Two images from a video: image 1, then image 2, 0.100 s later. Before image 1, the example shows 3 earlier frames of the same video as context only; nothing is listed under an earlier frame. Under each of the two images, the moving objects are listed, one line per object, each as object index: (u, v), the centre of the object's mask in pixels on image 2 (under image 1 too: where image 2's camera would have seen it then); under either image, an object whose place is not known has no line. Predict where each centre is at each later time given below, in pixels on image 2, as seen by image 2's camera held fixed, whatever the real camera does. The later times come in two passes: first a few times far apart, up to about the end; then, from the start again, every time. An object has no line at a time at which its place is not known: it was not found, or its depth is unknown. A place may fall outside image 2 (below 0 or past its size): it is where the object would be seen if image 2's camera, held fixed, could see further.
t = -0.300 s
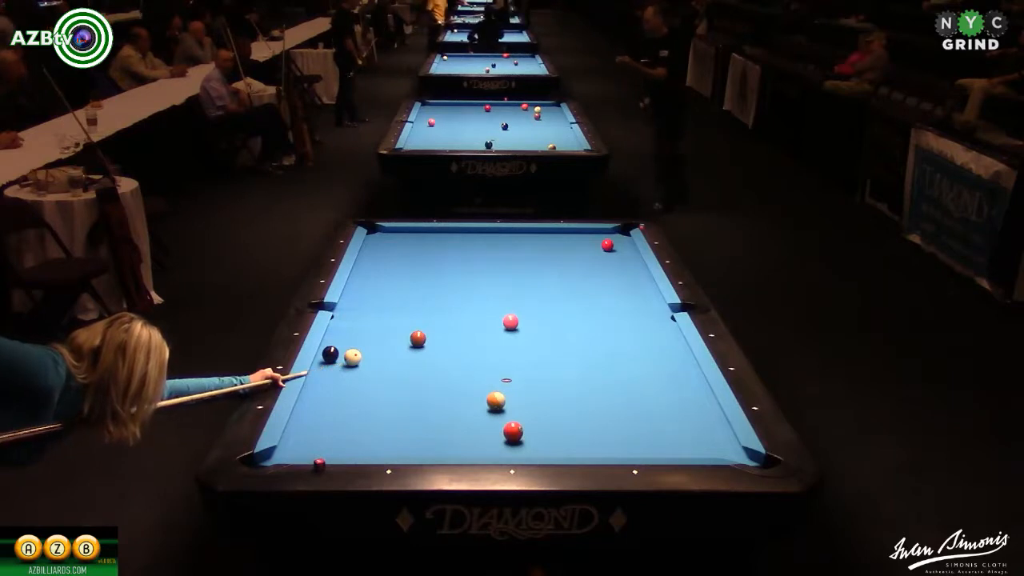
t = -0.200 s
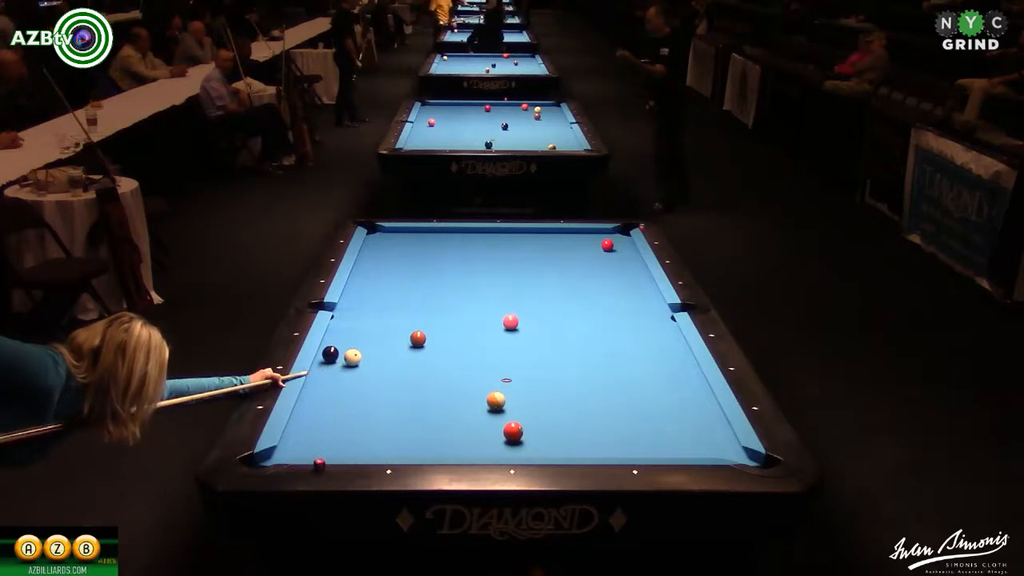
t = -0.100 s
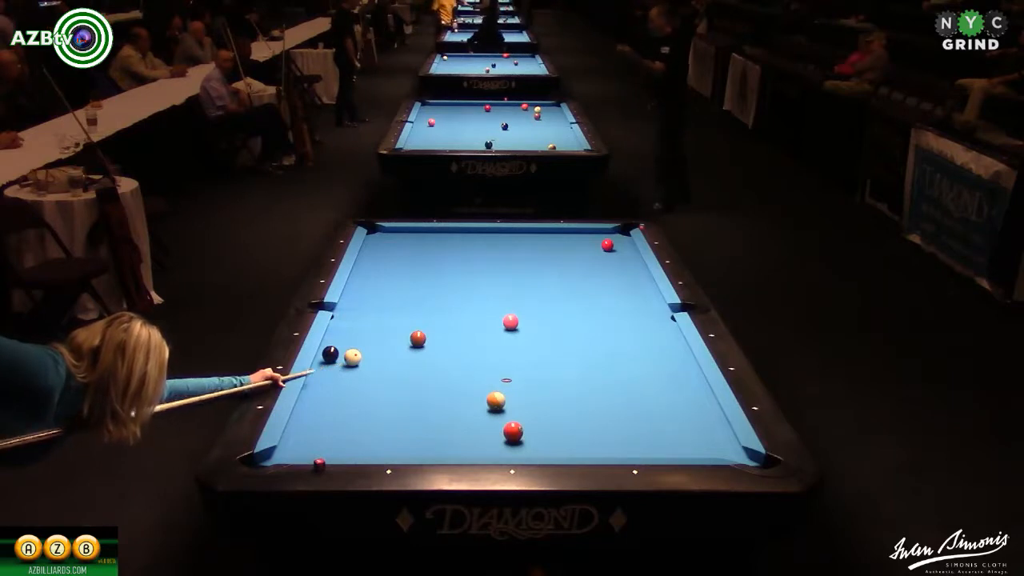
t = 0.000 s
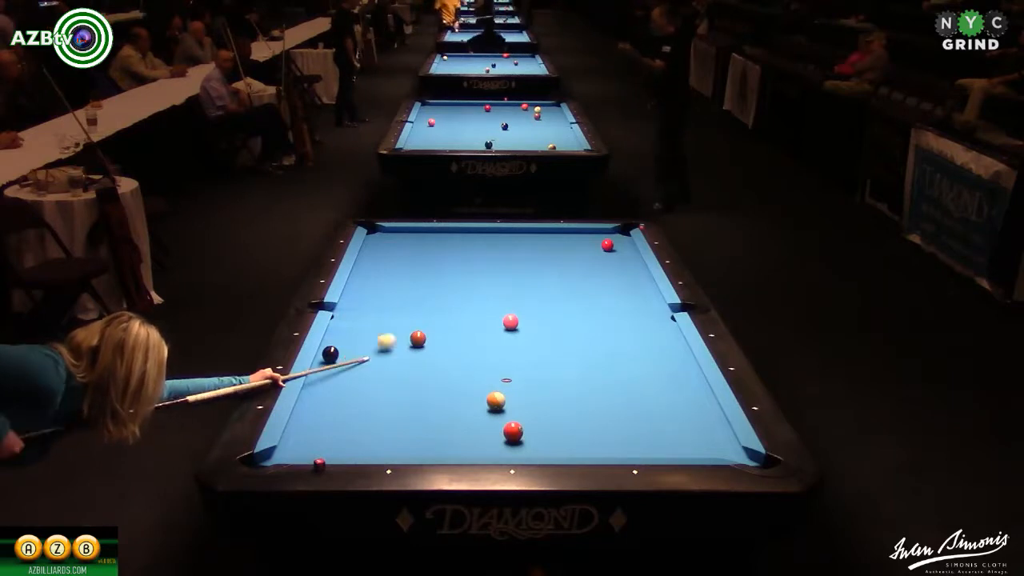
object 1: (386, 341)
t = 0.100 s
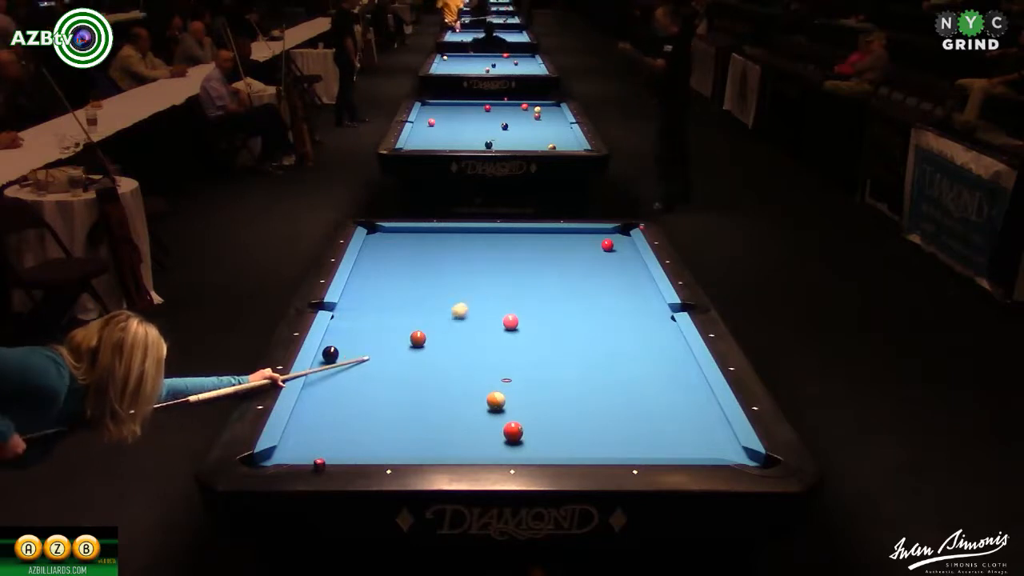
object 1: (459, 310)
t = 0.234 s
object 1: (537, 276)
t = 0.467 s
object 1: (615, 249)
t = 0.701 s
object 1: (628, 252)
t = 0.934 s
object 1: (618, 256)
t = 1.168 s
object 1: (608, 262)
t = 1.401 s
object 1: (598, 266)
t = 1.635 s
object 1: (589, 270)
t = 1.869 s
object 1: (580, 274)
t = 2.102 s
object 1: (570, 279)
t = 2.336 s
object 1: (561, 282)
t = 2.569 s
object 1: (552, 286)
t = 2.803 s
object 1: (544, 290)
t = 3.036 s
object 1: (536, 294)
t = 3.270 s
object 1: (529, 297)
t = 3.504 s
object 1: (522, 300)
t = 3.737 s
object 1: (516, 303)
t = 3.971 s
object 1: (509, 305)
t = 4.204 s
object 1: (503, 308)
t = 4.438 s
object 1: (498, 310)
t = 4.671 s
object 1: (494, 312)
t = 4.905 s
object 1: (490, 314)
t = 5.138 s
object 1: (487, 315)
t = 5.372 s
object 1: (484, 316)
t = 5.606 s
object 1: (482, 317)
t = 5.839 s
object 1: (481, 317)
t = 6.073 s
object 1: (480, 318)
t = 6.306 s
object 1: (480, 317)
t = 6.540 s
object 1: (480, 317)
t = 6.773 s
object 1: (480, 317)
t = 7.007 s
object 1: (480, 317)
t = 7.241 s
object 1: (480, 317)
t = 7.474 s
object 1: (480, 317)
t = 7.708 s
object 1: (480, 317)
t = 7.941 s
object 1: (480, 317)
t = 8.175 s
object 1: (480, 317)
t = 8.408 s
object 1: (480, 317)
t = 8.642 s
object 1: (480, 317)
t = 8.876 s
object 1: (480, 317)
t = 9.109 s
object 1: (480, 317)
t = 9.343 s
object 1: (480, 317)
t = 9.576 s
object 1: (480, 317)
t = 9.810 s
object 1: (480, 317)
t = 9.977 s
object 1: (480, 318)
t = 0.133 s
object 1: (481, 301)
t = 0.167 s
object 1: (500, 292)
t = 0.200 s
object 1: (519, 284)
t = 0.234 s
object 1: (537, 276)
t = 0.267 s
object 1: (553, 269)
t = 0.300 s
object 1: (568, 263)
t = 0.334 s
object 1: (582, 257)
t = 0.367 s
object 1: (596, 251)
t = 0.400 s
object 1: (605, 248)
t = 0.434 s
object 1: (610, 248)
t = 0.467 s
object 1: (615, 249)
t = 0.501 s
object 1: (619, 249)
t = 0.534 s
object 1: (623, 250)
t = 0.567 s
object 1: (627, 250)
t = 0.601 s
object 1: (630, 250)
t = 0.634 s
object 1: (632, 251)
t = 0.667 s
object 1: (630, 252)
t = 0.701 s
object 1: (628, 252)
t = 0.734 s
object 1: (627, 253)
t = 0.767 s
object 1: (625, 253)
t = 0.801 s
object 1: (624, 254)
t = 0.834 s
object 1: (622, 255)
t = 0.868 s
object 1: (621, 255)
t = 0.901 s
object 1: (620, 256)
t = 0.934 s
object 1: (618, 256)
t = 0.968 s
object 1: (617, 257)
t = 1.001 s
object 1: (615, 258)
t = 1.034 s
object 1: (614, 259)
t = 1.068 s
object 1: (613, 259)
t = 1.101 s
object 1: (611, 260)
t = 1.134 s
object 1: (610, 261)
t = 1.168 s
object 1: (608, 262)
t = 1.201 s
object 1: (607, 262)
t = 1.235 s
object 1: (606, 263)
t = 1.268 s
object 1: (604, 263)
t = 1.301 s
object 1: (603, 264)
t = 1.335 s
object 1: (601, 265)
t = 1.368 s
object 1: (600, 265)
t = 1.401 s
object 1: (598, 266)
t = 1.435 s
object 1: (597, 267)
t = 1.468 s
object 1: (596, 267)
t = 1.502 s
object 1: (594, 268)
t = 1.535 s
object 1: (593, 268)
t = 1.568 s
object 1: (592, 269)
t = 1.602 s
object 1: (590, 270)
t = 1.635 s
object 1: (589, 270)
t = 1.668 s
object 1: (588, 271)
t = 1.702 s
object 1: (586, 271)
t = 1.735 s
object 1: (585, 272)
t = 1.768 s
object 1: (583, 273)
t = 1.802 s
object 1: (582, 273)
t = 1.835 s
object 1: (581, 274)
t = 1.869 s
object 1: (580, 274)
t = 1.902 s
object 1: (578, 275)
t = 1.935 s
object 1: (577, 276)
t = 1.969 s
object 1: (575, 276)
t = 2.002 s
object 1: (574, 277)
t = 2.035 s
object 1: (573, 277)
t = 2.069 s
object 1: (572, 278)
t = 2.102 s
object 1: (570, 279)
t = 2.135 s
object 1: (569, 279)
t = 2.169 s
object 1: (568, 280)
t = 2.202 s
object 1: (567, 280)
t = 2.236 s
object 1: (565, 280)
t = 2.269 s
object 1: (564, 281)
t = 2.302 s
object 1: (562, 282)
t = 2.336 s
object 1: (561, 282)
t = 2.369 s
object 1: (560, 283)
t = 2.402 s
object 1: (559, 284)
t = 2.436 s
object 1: (557, 284)
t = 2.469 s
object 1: (556, 285)
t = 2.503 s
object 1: (555, 285)
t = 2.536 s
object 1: (554, 286)
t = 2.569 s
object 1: (552, 286)
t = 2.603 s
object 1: (551, 287)
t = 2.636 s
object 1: (550, 287)
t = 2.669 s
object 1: (549, 288)
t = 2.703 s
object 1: (548, 289)
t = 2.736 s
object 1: (547, 289)
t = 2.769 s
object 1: (545, 290)
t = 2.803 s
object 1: (544, 290)
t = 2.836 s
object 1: (543, 290)
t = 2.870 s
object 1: (542, 291)
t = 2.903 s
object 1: (541, 292)
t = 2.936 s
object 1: (540, 292)
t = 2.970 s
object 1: (539, 293)
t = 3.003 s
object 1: (538, 293)
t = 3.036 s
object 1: (536, 294)
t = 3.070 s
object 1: (535, 294)
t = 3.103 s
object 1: (535, 295)
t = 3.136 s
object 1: (533, 295)
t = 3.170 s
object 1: (532, 296)
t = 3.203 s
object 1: (531, 296)
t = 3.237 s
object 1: (530, 296)
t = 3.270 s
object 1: (529, 297)
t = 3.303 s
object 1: (528, 297)
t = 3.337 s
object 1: (527, 298)
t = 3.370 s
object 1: (526, 298)
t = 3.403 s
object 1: (525, 299)
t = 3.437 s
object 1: (524, 299)
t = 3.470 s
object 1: (523, 300)
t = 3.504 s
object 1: (522, 300)
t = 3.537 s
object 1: (521, 300)
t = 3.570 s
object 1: (520, 301)
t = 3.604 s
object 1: (520, 301)
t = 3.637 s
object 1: (518, 302)
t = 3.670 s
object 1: (518, 302)
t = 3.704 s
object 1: (517, 303)
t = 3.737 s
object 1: (516, 303)
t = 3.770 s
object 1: (515, 303)
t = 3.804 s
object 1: (514, 304)
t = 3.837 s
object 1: (513, 304)
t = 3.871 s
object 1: (512, 304)
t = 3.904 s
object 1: (511, 305)
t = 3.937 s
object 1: (511, 305)
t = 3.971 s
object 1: (509, 305)
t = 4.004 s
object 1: (508, 306)
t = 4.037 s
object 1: (507, 306)
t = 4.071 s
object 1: (506, 307)
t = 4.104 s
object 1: (505, 307)
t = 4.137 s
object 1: (505, 307)
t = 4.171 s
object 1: (503, 308)
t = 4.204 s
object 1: (503, 308)
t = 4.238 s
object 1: (502, 308)
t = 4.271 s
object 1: (501, 309)
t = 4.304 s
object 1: (500, 309)
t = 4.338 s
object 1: (500, 309)
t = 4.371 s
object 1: (499, 310)
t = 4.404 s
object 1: (498, 310)
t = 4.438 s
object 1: (498, 310)
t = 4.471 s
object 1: (497, 310)
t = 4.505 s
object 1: (497, 311)
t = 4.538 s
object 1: (496, 311)
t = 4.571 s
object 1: (495, 311)
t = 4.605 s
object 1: (495, 311)
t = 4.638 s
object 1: (494, 311)
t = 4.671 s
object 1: (494, 312)
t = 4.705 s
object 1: (493, 312)
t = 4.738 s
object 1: (492, 312)
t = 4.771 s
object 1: (492, 313)
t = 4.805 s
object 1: (491, 313)
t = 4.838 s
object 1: (491, 313)
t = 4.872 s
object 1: (490, 314)
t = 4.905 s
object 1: (490, 314)
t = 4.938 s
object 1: (489, 314)
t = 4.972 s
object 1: (489, 314)
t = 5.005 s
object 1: (488, 314)
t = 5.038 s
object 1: (488, 314)
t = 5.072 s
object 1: (487, 314)
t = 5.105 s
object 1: (487, 315)
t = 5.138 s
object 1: (487, 315)
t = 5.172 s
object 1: (486, 315)
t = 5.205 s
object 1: (486, 315)
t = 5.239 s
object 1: (485, 316)
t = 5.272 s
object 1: (485, 316)
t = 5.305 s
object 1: (484, 316)
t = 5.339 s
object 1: (484, 316)
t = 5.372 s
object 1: (484, 316)
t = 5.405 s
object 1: (483, 316)
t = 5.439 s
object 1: (483, 316)
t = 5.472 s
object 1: (483, 317)
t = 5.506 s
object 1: (482, 317)
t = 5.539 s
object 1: (482, 317)
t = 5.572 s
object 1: (482, 317)
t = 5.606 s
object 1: (482, 317)
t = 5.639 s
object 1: (481, 317)
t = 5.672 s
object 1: (481, 317)
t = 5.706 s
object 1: (481, 317)
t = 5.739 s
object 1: (481, 317)
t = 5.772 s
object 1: (481, 317)
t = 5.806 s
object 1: (481, 317)
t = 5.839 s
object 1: (481, 317)
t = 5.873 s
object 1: (480, 317)
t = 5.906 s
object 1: (480, 318)
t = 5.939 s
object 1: (480, 318)
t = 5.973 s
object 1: (480, 318)
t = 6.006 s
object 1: (480, 318)
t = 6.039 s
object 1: (480, 318)
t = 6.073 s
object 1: (480, 318)
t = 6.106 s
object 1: (480, 318)
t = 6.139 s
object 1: (480, 317)
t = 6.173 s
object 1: (480, 317)
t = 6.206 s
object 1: (480, 318)
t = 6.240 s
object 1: (480, 317)
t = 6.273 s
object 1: (480, 317)
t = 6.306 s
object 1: (480, 317)
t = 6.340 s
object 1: (480, 317)
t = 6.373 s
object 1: (480, 317)
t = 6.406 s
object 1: (480, 317)
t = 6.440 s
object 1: (480, 317)
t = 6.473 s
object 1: (480, 317)
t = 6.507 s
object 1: (480, 317)
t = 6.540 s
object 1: (480, 317)
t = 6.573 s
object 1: (480, 317)
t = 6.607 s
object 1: (480, 317)
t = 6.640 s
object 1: (480, 317)
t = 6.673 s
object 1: (480, 317)
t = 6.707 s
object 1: (480, 317)
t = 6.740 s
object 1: (480, 317)
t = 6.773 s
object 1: (480, 317)
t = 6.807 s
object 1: (480, 317)
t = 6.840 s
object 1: (480, 317)
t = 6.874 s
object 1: (480, 317)
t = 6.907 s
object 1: (480, 317)
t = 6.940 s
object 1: (480, 317)
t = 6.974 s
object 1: (480, 317)
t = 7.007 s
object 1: (480, 317)
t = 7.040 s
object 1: (480, 317)
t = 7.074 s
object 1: (480, 317)
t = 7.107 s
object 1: (480, 318)
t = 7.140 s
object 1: (480, 317)
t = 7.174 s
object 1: (480, 317)
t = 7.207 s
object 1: (480, 317)
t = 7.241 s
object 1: (480, 317)
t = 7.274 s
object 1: (480, 318)
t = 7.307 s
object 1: (480, 317)
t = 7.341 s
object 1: (480, 317)
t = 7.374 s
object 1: (480, 317)
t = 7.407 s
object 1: (480, 317)
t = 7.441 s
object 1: (480, 317)
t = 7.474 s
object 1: (480, 317)
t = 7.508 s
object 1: (480, 317)
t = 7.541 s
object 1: (480, 317)
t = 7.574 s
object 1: (480, 317)
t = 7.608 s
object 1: (480, 317)
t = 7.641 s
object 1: (480, 317)
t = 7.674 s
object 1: (480, 317)
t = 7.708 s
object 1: (480, 317)
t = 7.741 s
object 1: (480, 317)
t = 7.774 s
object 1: (480, 317)
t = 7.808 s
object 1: (480, 317)
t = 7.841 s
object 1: (480, 317)
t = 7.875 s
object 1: (480, 317)
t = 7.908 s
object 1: (480, 317)
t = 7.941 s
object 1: (480, 317)
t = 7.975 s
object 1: (480, 317)
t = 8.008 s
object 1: (480, 317)
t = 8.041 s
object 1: (480, 317)
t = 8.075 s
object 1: (480, 317)
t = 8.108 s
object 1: (480, 317)
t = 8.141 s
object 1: (480, 317)
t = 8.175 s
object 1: (480, 317)
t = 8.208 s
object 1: (480, 317)
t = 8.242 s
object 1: (480, 317)
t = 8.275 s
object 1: (480, 317)
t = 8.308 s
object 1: (480, 317)
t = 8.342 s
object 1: (480, 317)
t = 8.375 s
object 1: (480, 317)
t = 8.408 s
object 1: (480, 317)
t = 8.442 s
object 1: (480, 317)
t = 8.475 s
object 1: (480, 317)
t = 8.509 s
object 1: (480, 317)
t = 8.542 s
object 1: (480, 317)
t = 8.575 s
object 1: (480, 318)
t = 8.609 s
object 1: (480, 317)
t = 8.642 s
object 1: (480, 317)
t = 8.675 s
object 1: (480, 317)
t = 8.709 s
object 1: (480, 317)
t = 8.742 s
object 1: (480, 317)
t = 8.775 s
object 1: (480, 317)
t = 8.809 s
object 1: (480, 317)
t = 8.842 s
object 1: (480, 317)
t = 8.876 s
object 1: (480, 317)
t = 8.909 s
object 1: (480, 317)
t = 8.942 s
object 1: (480, 317)
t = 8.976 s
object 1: (480, 317)
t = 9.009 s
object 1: (480, 317)
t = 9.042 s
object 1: (480, 317)
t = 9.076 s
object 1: (480, 317)
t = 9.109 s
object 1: (480, 317)
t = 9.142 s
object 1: (480, 317)
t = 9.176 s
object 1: (480, 317)
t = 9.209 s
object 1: (480, 317)
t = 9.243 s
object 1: (480, 317)
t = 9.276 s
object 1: (480, 317)
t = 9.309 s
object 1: (480, 317)
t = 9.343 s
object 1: (480, 317)
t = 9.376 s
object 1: (480, 317)
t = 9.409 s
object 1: (480, 317)
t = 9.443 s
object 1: (480, 317)
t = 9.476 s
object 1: (480, 317)
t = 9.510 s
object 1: (480, 317)
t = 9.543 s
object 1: (480, 317)
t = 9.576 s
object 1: (480, 317)
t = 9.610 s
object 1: (480, 317)
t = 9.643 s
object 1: (480, 317)
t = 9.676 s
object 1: (480, 317)
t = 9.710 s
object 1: (480, 317)
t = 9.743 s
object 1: (480, 317)
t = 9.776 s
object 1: (480, 317)
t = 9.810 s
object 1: (480, 317)
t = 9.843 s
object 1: (480, 317)
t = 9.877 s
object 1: (480, 317)
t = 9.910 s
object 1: (480, 317)
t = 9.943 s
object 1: (480, 318)
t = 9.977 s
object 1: (480, 318)
